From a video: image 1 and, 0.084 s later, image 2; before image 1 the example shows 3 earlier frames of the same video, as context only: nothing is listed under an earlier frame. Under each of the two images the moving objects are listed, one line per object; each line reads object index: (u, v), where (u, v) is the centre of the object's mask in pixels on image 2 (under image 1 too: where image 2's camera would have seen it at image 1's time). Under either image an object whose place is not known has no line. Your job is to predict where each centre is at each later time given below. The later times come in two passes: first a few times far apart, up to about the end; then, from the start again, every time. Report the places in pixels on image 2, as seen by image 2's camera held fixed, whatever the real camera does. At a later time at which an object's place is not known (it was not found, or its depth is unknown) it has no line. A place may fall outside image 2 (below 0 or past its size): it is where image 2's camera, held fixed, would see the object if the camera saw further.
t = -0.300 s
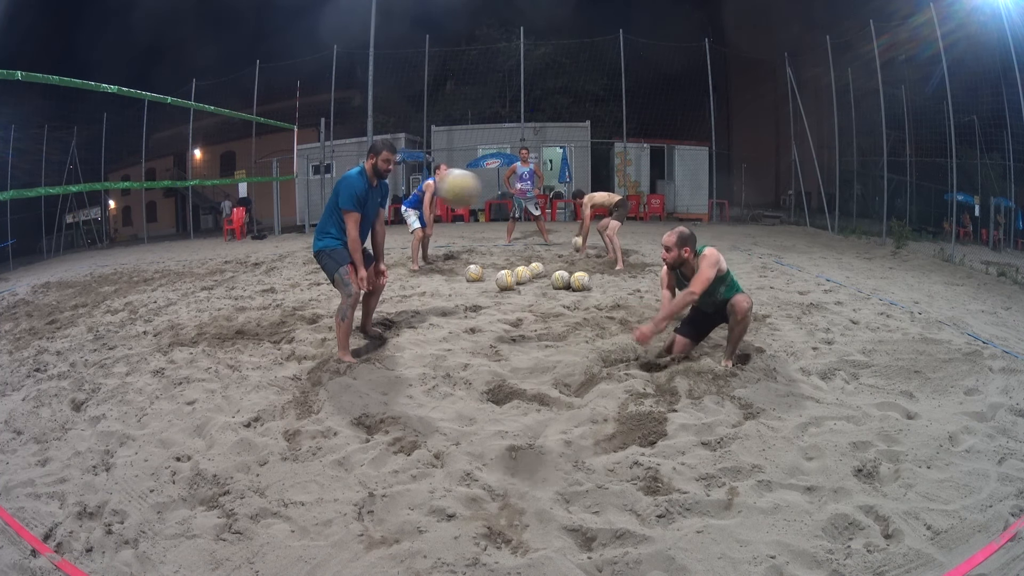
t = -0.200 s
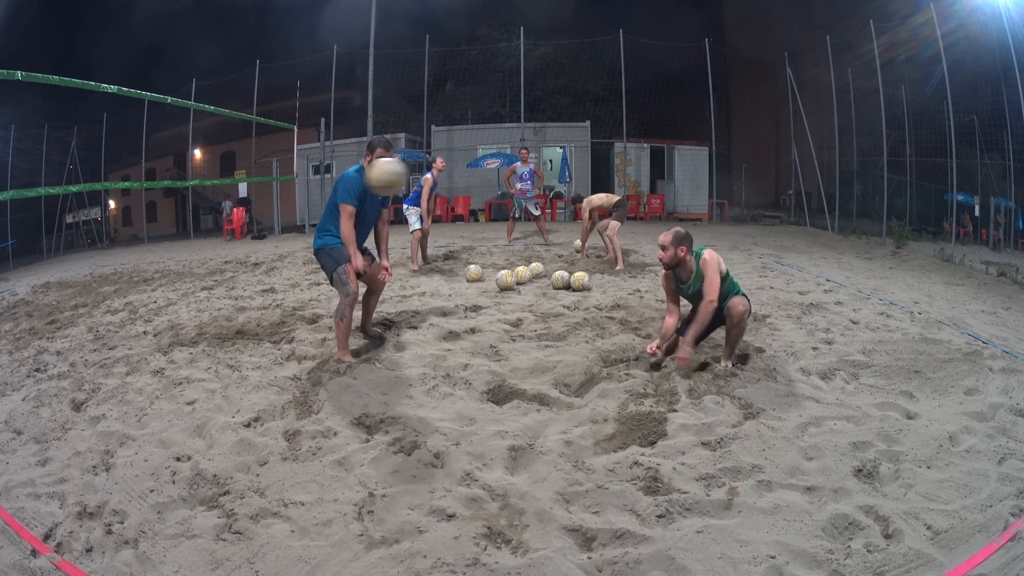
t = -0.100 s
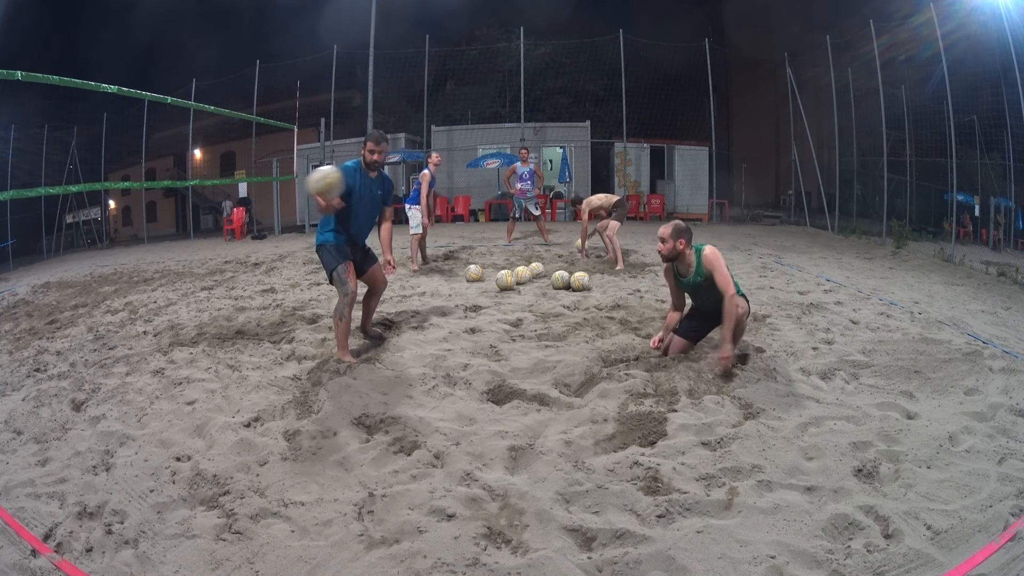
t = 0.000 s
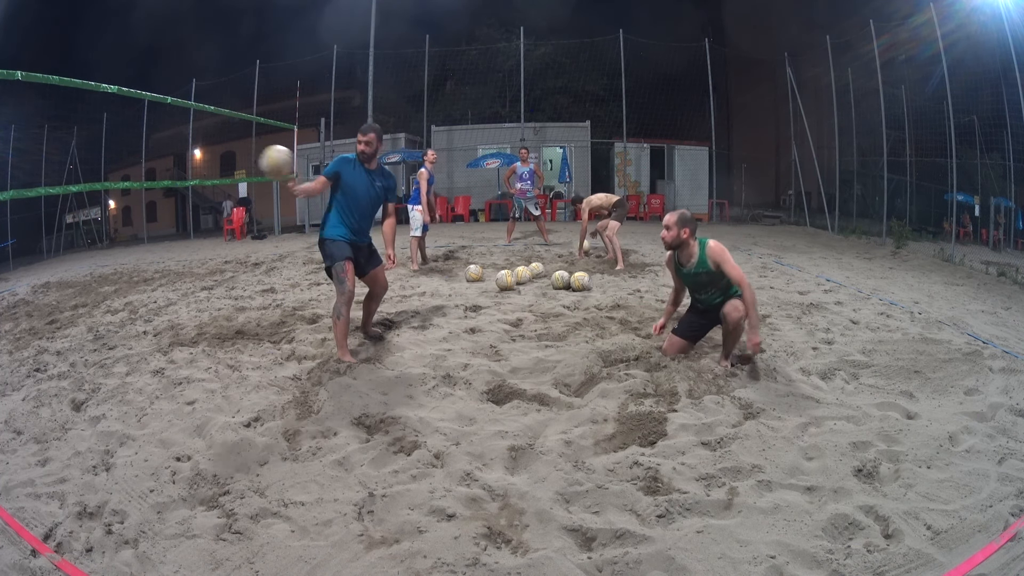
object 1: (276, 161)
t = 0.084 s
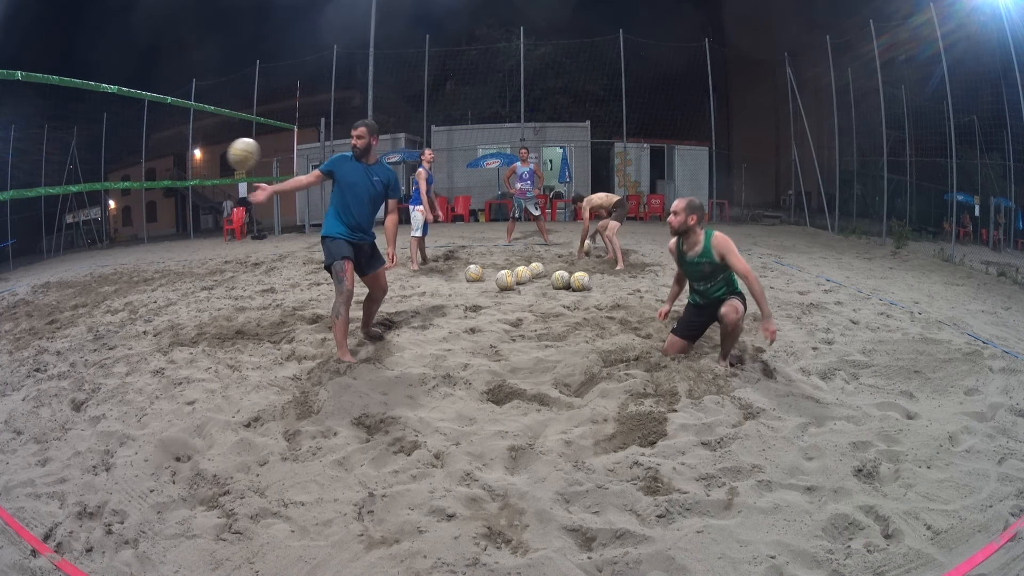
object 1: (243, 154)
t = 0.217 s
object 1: (198, 162)
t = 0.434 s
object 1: (145, 217)
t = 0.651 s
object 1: (117, 308)
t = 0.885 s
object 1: (99, 298)
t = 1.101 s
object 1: (91, 313)
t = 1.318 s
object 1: (80, 316)
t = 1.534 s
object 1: (72, 316)
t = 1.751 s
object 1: (64, 316)
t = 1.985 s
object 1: (53, 317)
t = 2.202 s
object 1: (47, 317)
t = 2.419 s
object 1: (43, 318)
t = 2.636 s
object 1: (42, 317)
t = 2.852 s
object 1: (44, 318)
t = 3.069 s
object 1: (45, 318)
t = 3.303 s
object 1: (46, 318)
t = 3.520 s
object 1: (48, 318)
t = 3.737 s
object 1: (51, 318)
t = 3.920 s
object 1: (53, 317)
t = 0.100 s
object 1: (237, 153)
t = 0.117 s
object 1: (232, 154)
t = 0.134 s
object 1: (225, 154)
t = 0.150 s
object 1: (220, 154)
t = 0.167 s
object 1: (215, 155)
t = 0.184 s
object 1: (209, 157)
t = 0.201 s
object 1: (204, 159)
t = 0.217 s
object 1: (198, 162)
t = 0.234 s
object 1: (194, 164)
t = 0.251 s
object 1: (188, 167)
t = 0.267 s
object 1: (184, 170)
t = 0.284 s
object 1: (179, 173)
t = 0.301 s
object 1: (175, 177)
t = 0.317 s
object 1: (171, 181)
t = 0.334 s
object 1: (167, 186)
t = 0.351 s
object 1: (162, 190)
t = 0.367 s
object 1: (159, 195)
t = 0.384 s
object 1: (155, 201)
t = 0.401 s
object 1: (152, 206)
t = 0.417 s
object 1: (148, 211)
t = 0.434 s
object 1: (145, 217)
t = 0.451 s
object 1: (142, 224)
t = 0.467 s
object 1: (139, 229)
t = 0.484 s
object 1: (136, 235)
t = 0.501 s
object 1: (134, 241)
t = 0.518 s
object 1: (131, 248)
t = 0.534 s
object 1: (129, 256)
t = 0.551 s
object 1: (127, 263)
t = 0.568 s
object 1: (124, 269)
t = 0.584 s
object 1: (122, 276)
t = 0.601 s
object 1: (121, 285)
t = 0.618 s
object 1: (119, 292)
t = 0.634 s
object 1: (118, 301)
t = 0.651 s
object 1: (117, 308)
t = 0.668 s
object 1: (116, 316)
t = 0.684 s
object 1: (115, 323)
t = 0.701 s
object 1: (113, 320)
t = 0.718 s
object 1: (111, 316)
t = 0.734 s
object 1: (110, 313)
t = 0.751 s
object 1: (109, 310)
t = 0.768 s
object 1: (108, 308)
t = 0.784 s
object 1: (106, 306)
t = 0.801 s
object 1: (105, 304)
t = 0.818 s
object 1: (103, 302)
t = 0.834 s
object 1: (102, 301)
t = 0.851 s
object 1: (101, 300)
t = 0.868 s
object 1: (100, 299)
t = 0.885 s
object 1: (99, 298)
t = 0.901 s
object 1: (98, 298)
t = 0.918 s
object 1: (97, 298)
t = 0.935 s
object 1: (97, 298)
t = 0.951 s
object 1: (96, 299)
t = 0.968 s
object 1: (95, 299)
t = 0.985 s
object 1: (94, 300)
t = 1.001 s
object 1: (94, 301)
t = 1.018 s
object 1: (93, 303)
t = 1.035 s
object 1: (93, 305)
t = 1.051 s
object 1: (92, 306)
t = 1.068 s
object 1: (91, 309)
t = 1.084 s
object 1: (91, 311)
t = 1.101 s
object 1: (91, 313)
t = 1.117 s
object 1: (90, 316)
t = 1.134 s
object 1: (90, 318)
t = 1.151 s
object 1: (89, 318)
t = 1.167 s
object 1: (88, 319)
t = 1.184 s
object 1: (87, 319)
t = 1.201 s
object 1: (86, 319)
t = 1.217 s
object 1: (84, 319)
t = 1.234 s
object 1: (83, 318)
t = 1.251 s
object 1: (82, 318)
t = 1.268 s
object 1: (82, 317)
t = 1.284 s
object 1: (81, 317)
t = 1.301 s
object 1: (80, 316)
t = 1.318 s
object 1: (80, 316)
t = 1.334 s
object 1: (79, 316)
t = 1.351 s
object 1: (78, 316)
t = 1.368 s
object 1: (77, 317)
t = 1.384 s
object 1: (76, 317)
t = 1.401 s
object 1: (76, 317)
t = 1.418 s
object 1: (75, 317)
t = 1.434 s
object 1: (74, 318)
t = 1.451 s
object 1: (74, 318)
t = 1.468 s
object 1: (74, 317)
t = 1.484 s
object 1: (73, 317)
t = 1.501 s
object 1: (73, 316)
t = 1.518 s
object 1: (72, 316)
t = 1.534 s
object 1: (72, 316)
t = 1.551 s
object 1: (72, 315)
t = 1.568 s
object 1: (71, 315)
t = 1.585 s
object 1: (70, 315)
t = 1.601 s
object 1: (69, 315)
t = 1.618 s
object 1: (68, 315)
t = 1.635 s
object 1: (68, 316)
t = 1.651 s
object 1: (67, 316)
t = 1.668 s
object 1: (67, 316)
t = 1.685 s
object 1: (66, 316)
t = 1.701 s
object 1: (65, 316)
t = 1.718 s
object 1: (65, 316)
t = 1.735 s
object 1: (64, 316)
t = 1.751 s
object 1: (64, 316)
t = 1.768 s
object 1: (63, 316)
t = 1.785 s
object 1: (62, 315)
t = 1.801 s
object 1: (61, 315)
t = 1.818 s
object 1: (60, 315)
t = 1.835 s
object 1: (59, 316)
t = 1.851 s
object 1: (59, 316)
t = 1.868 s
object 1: (58, 316)
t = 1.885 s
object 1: (57, 316)
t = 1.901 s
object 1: (57, 317)
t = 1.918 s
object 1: (56, 317)
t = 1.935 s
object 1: (56, 317)
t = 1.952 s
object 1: (55, 317)
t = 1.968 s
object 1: (54, 317)
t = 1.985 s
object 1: (53, 317)
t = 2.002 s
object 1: (53, 317)
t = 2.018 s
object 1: (52, 317)
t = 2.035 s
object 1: (51, 317)
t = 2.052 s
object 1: (50, 317)
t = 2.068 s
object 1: (50, 317)
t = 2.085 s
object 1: (49, 317)
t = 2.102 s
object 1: (49, 316)
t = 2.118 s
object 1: (48, 316)
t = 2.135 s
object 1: (48, 316)
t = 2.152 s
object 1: (48, 316)
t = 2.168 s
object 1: (47, 316)
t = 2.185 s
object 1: (48, 317)
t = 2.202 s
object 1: (47, 317)
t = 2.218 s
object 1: (47, 317)
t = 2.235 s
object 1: (46, 316)
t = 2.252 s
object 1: (46, 317)
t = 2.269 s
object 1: (46, 317)
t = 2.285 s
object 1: (45, 317)
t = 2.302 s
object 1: (45, 317)
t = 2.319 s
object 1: (45, 318)
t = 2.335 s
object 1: (45, 318)
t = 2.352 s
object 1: (44, 318)
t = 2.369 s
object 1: (44, 318)
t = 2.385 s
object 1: (44, 318)
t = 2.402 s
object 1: (44, 318)
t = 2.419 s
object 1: (43, 318)
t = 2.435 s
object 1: (43, 317)
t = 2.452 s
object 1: (43, 317)
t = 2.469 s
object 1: (43, 317)
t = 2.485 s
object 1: (43, 317)
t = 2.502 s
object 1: (43, 317)
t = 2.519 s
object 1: (43, 317)
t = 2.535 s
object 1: (42, 317)
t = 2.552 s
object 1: (42, 317)
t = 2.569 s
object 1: (42, 317)
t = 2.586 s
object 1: (42, 317)
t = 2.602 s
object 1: (42, 317)
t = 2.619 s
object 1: (42, 317)
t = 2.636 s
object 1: (42, 317)
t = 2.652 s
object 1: (42, 317)
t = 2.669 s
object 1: (42, 318)
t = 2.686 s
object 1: (42, 318)
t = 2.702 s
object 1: (42, 318)
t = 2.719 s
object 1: (42, 318)
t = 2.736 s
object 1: (42, 318)
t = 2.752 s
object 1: (42, 318)
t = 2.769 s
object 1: (42, 318)
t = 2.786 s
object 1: (42, 318)
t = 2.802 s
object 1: (43, 318)
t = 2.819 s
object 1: (43, 318)
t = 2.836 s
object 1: (43, 318)
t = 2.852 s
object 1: (44, 318)
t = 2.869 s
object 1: (44, 318)
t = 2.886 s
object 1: (44, 318)
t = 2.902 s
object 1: (44, 318)
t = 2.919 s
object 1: (44, 318)
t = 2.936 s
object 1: (44, 318)
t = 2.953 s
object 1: (45, 318)
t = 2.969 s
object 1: (45, 318)
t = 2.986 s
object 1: (45, 318)
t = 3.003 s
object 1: (45, 318)
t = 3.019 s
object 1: (45, 318)
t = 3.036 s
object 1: (45, 318)
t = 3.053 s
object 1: (45, 318)
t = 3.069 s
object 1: (45, 318)
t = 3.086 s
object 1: (45, 318)
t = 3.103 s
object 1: (45, 318)
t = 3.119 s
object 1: (45, 318)
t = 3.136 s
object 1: (45, 318)
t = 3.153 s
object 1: (45, 318)
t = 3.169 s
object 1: (45, 318)
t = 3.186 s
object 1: (45, 318)
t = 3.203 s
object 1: (45, 318)
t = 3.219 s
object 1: (45, 318)
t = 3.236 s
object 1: (45, 318)
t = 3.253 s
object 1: (45, 318)
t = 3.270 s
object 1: (46, 318)
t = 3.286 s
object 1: (46, 318)
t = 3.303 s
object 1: (46, 318)
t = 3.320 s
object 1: (46, 318)
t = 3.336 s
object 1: (46, 318)
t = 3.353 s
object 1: (46, 318)
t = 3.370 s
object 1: (46, 318)
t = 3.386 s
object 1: (46, 318)
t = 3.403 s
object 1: (46, 318)
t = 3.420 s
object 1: (47, 318)
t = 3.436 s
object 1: (47, 318)
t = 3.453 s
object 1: (47, 318)
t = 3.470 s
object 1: (47, 318)
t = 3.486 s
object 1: (47, 318)
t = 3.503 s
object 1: (47, 318)
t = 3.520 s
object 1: (48, 318)
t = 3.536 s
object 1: (48, 318)
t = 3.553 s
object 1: (48, 318)
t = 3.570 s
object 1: (48, 318)
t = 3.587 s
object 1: (48, 318)
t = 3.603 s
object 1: (49, 318)
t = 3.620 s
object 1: (49, 318)
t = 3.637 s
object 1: (49, 318)
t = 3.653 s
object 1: (50, 318)
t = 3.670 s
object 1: (50, 318)
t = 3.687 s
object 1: (51, 318)
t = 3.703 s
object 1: (50, 318)
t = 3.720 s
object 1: (51, 318)
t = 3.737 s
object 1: (51, 318)
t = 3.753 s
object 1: (52, 318)
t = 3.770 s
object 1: (52, 318)
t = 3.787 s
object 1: (52, 318)
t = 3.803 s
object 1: (52, 318)
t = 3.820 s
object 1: (53, 318)
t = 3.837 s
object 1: (53, 318)
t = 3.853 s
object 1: (53, 318)
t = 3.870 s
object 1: (53, 317)
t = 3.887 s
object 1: (53, 317)
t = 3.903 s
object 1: (53, 317)
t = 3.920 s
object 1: (53, 317)
